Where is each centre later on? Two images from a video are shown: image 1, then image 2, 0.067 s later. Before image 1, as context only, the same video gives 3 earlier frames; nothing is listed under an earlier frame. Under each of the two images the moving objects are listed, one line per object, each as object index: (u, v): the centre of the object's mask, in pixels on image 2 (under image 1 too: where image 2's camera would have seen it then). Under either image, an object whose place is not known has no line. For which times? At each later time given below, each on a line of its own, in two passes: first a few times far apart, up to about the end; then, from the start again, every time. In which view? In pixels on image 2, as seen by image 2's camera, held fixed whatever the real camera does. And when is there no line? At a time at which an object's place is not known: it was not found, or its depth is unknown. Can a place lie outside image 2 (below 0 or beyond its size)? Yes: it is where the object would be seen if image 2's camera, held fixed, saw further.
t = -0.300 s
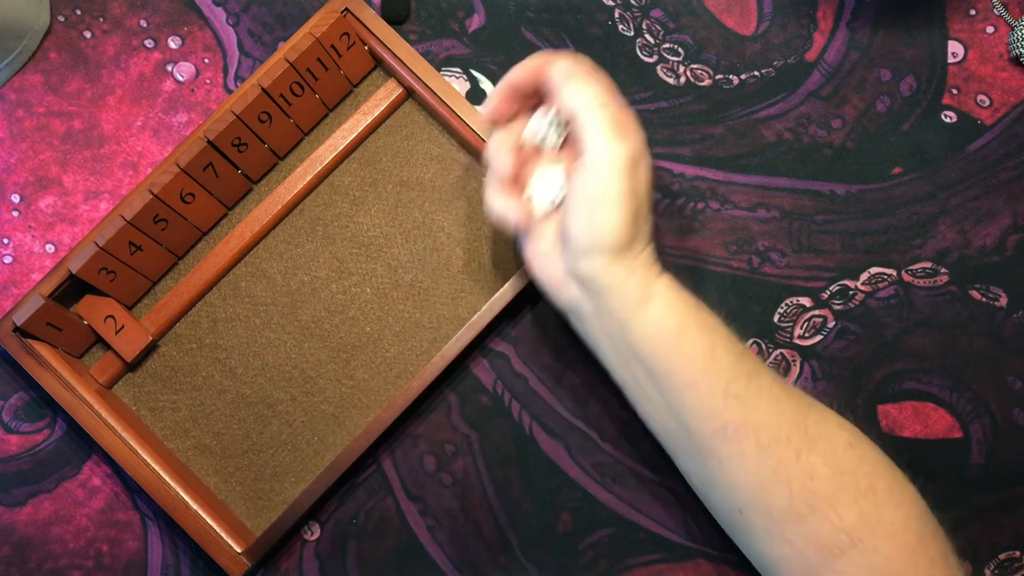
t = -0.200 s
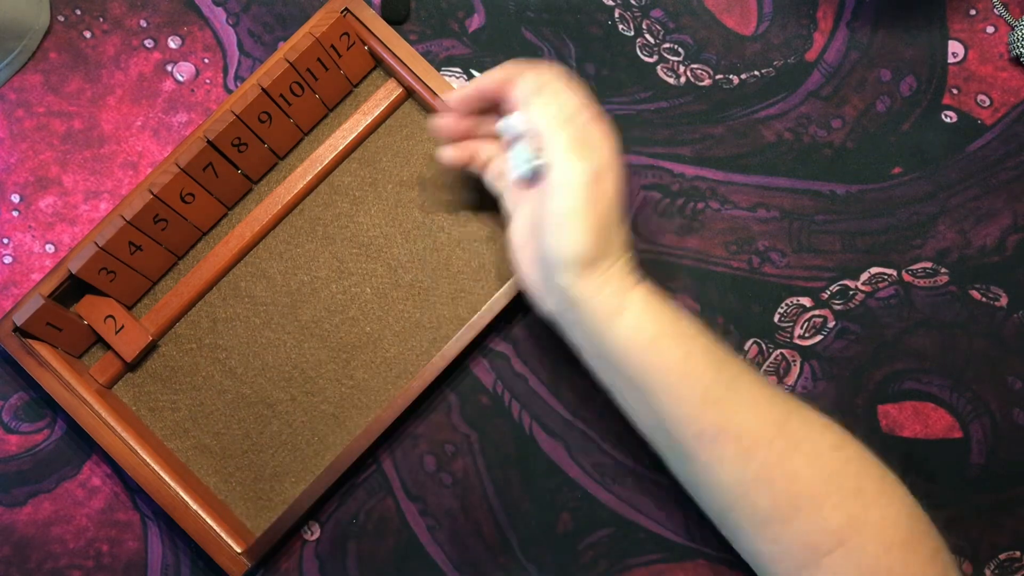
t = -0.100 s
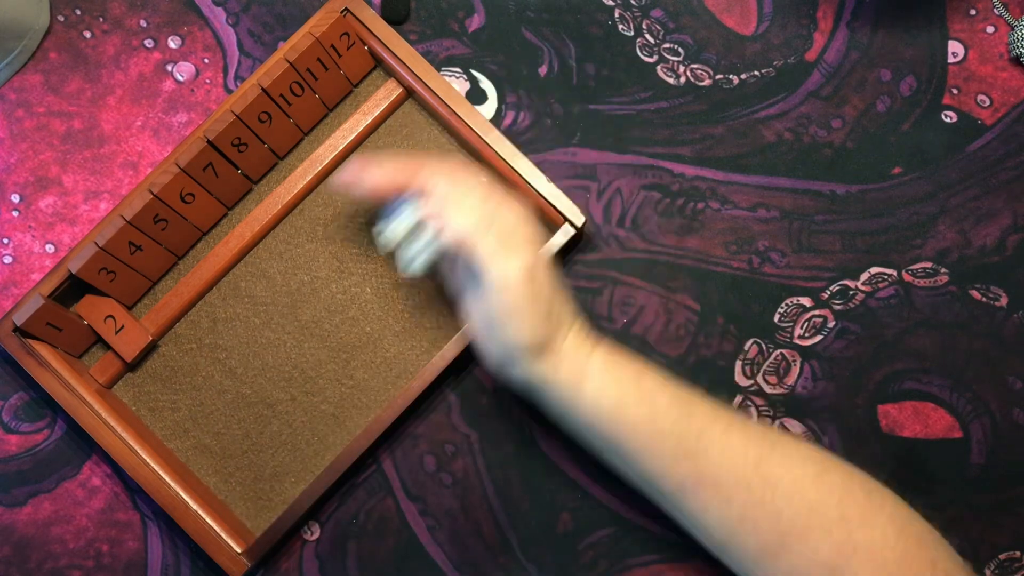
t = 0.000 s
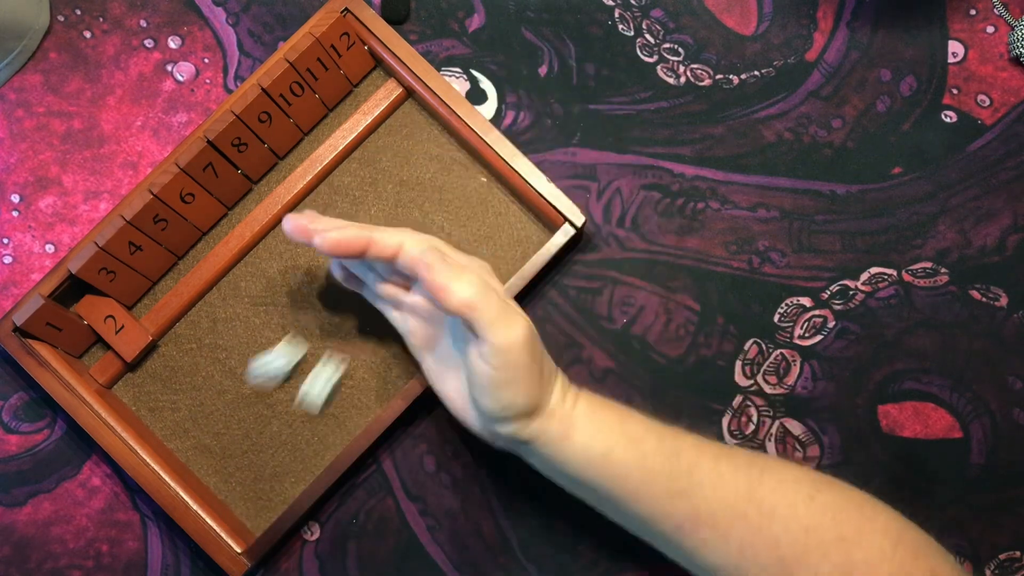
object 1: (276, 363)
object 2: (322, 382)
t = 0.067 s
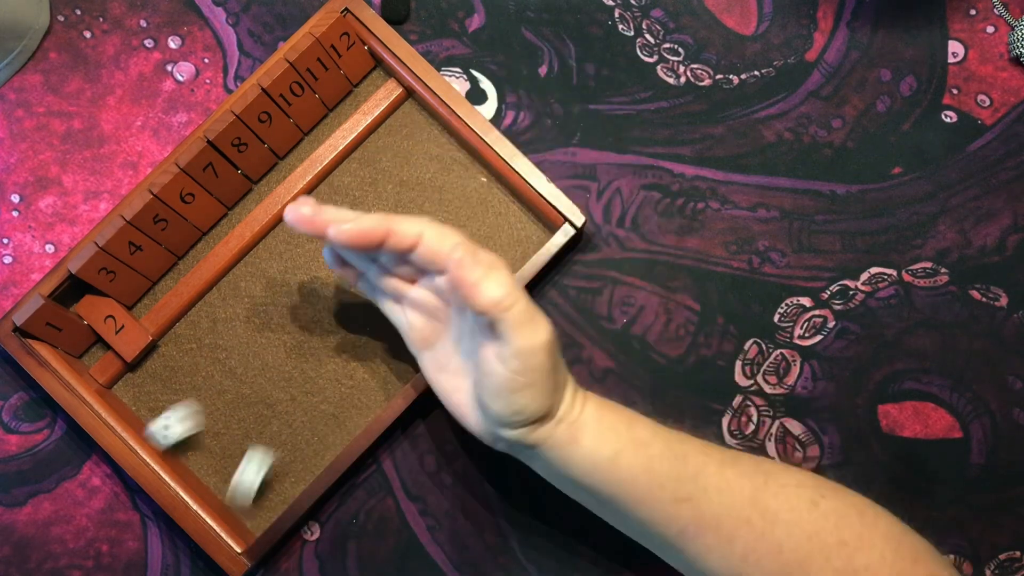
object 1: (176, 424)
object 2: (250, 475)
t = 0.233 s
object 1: (193, 360)
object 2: (297, 469)
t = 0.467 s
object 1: (221, 302)
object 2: (305, 436)
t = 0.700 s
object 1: (225, 303)
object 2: (305, 436)
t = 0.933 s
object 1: (225, 303)
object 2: (305, 436)
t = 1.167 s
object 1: (225, 303)
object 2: (305, 436)
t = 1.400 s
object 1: (225, 303)
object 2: (305, 436)
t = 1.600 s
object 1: (225, 303)
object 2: (305, 436)
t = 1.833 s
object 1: (225, 303)
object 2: (305, 436)
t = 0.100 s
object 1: (167, 418)
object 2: (248, 492)
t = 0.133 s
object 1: (177, 404)
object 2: (269, 489)
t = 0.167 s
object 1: (182, 390)
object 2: (283, 486)
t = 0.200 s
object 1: (186, 375)
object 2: (289, 479)
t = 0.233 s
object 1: (193, 360)
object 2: (297, 469)
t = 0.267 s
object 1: (200, 344)
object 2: (300, 459)
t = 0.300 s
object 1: (203, 332)
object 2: (302, 449)
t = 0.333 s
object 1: (209, 320)
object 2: (304, 441)
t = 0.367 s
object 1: (212, 312)
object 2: (305, 437)
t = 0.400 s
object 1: (214, 304)
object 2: (305, 436)
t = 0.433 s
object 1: (217, 302)
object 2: (305, 436)
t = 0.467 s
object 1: (221, 302)
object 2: (305, 436)
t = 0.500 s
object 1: (224, 303)
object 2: (305, 436)
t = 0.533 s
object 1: (225, 303)
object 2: (305, 436)
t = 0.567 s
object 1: (225, 303)
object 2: (305, 436)
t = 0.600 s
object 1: (225, 303)
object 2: (305, 436)
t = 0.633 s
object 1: (225, 303)
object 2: (305, 436)
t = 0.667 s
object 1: (225, 303)
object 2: (305, 436)
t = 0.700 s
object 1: (225, 303)
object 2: (305, 436)
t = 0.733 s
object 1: (225, 303)
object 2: (305, 436)
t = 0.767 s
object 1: (225, 303)
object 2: (305, 436)
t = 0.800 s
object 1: (225, 303)
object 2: (305, 436)
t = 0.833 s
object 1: (225, 302)
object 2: (305, 436)
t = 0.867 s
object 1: (225, 302)
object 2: (305, 436)
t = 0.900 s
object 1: (225, 303)
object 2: (305, 436)
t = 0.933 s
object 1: (225, 303)
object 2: (305, 436)
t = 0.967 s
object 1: (225, 303)
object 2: (305, 436)
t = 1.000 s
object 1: (225, 303)
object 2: (305, 436)
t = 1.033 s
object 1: (225, 303)
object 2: (305, 436)
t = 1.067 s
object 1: (225, 303)
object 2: (305, 436)
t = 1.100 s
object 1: (225, 303)
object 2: (305, 436)
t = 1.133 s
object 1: (225, 303)
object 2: (305, 436)
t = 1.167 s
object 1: (225, 303)
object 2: (305, 436)
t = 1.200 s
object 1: (225, 303)
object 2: (305, 436)
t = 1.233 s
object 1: (225, 303)
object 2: (305, 436)
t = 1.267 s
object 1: (225, 303)
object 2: (305, 436)
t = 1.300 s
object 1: (225, 303)
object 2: (305, 436)
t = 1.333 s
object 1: (225, 303)
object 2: (305, 436)
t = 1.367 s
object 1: (225, 303)
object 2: (305, 436)
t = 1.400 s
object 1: (225, 303)
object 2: (305, 436)
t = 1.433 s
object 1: (225, 303)
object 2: (305, 436)
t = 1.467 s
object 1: (225, 303)
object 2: (305, 436)
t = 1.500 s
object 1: (225, 303)
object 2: (305, 436)
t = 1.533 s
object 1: (225, 303)
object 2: (305, 436)
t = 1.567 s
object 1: (225, 303)
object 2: (305, 436)
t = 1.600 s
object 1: (225, 303)
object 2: (305, 436)
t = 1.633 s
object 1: (225, 303)
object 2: (305, 436)
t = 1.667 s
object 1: (225, 303)
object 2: (305, 436)
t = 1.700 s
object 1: (225, 303)
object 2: (305, 436)
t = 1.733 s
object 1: (225, 303)
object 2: (305, 436)
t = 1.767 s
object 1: (225, 303)
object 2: (305, 436)
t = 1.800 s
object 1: (225, 303)
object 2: (305, 436)
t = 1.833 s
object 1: (225, 303)
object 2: (305, 436)
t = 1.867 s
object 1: (225, 302)
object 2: (305, 436)
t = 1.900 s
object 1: (225, 303)
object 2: (305, 436)
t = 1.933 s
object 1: (225, 303)
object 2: (305, 436)
